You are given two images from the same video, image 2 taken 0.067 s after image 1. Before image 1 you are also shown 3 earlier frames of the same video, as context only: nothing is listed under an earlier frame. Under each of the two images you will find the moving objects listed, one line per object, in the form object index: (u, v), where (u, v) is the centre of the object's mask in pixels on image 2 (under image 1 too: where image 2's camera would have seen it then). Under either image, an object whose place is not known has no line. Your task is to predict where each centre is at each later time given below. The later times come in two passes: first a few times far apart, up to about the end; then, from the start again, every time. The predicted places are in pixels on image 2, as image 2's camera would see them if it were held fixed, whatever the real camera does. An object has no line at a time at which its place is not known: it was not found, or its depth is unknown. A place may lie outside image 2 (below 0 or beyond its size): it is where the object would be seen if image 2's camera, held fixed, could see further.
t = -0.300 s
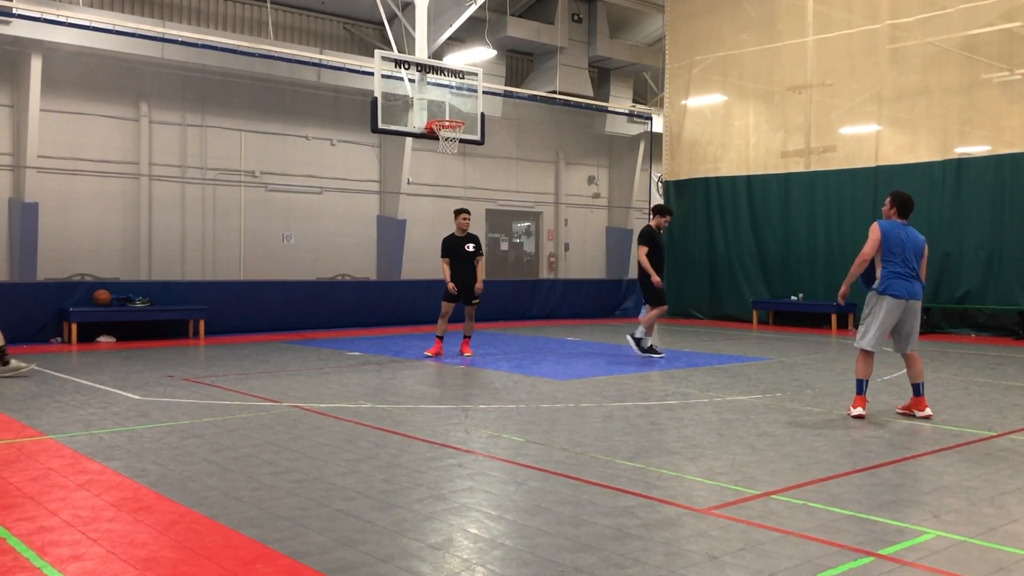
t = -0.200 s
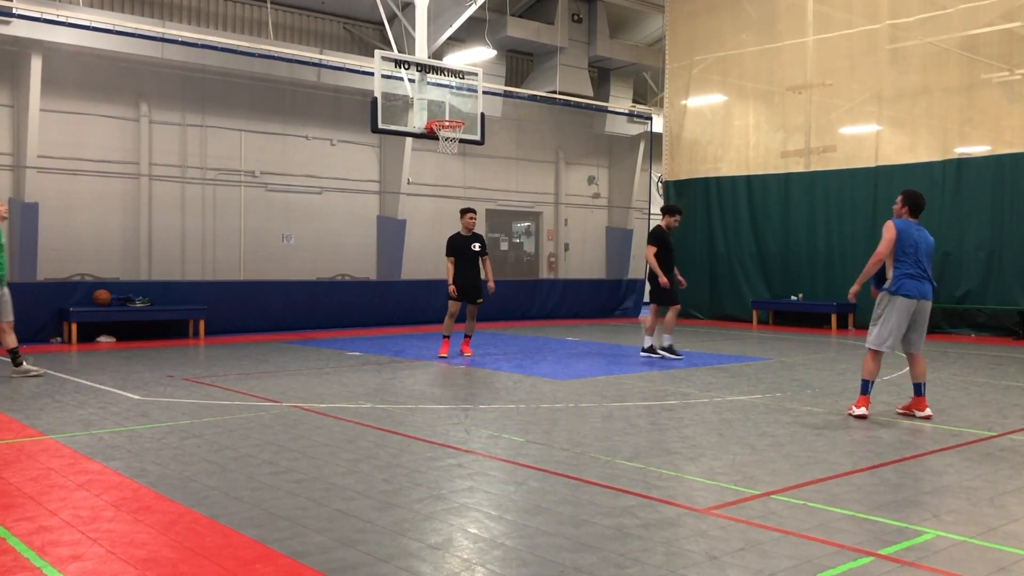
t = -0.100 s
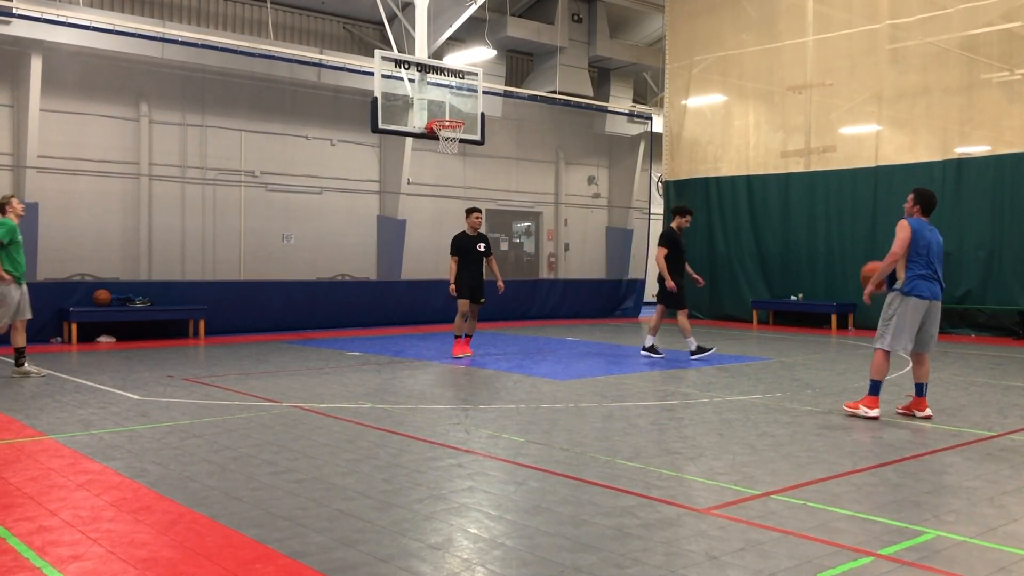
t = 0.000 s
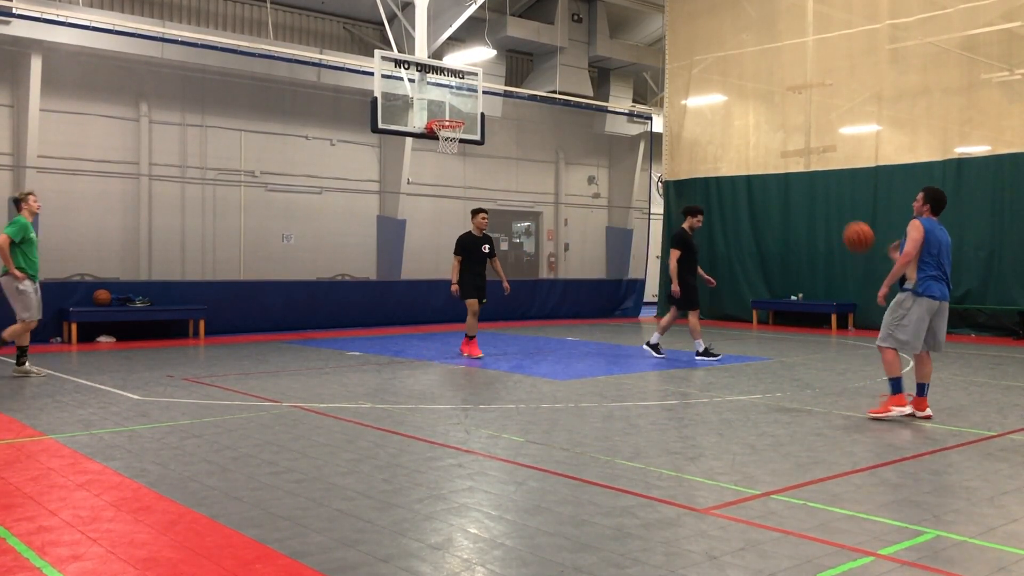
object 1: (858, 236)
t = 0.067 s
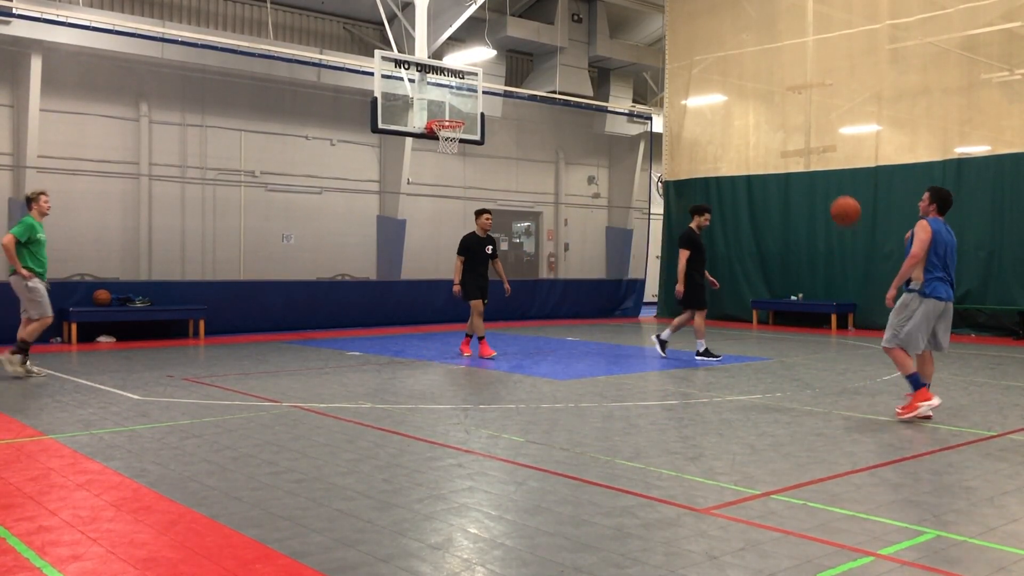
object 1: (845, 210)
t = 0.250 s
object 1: (812, 169)
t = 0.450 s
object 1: (776, 168)
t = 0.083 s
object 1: (842, 205)
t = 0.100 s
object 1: (839, 200)
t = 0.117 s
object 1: (836, 195)
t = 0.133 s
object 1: (833, 191)
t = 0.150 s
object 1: (830, 186)
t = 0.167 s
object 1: (827, 183)
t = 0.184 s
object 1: (824, 180)
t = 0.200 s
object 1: (821, 176)
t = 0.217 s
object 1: (817, 174)
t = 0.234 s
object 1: (815, 171)
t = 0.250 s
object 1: (812, 169)
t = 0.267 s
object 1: (808, 167)
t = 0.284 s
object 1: (805, 166)
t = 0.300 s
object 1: (802, 165)
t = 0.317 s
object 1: (799, 164)
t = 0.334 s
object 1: (796, 163)
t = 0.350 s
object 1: (793, 163)
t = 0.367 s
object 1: (790, 163)
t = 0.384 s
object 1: (787, 164)
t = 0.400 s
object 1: (784, 164)
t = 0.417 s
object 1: (781, 166)
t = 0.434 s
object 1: (778, 167)
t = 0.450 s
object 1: (776, 168)
